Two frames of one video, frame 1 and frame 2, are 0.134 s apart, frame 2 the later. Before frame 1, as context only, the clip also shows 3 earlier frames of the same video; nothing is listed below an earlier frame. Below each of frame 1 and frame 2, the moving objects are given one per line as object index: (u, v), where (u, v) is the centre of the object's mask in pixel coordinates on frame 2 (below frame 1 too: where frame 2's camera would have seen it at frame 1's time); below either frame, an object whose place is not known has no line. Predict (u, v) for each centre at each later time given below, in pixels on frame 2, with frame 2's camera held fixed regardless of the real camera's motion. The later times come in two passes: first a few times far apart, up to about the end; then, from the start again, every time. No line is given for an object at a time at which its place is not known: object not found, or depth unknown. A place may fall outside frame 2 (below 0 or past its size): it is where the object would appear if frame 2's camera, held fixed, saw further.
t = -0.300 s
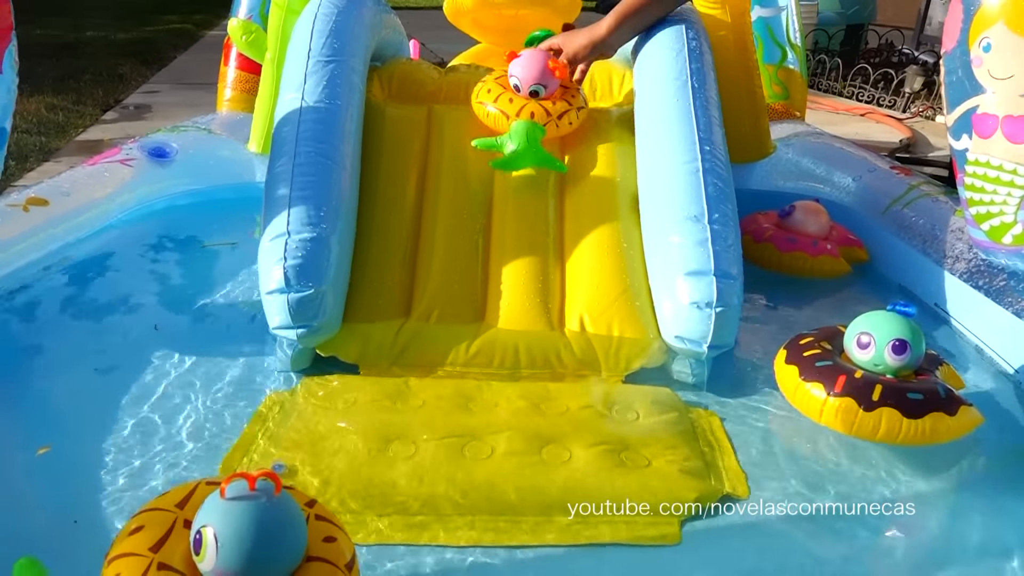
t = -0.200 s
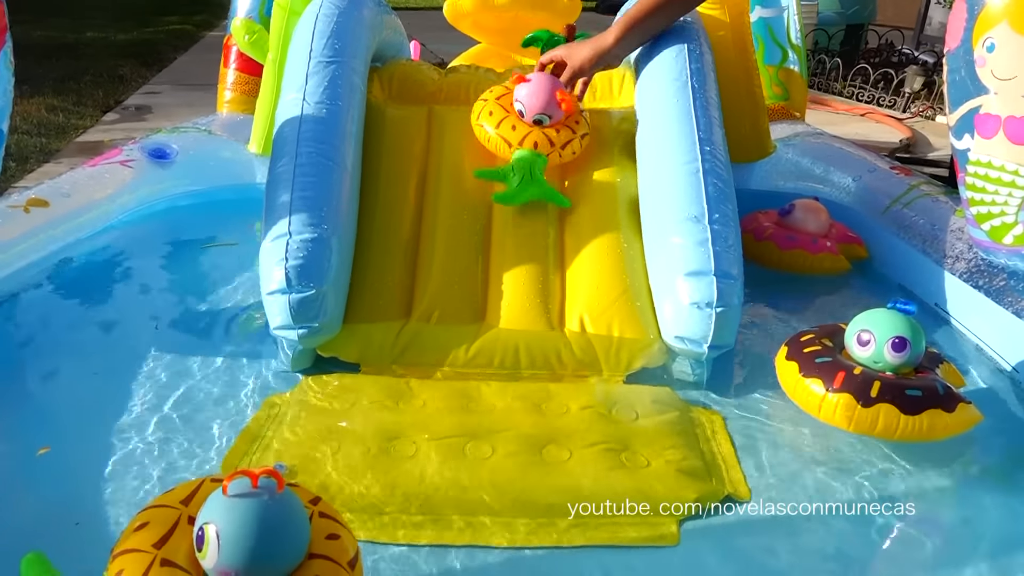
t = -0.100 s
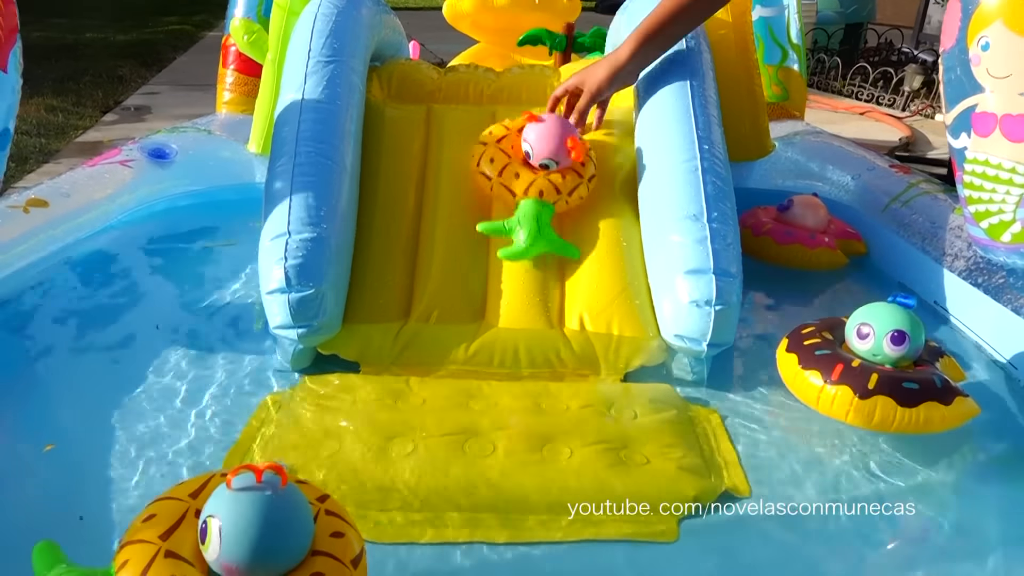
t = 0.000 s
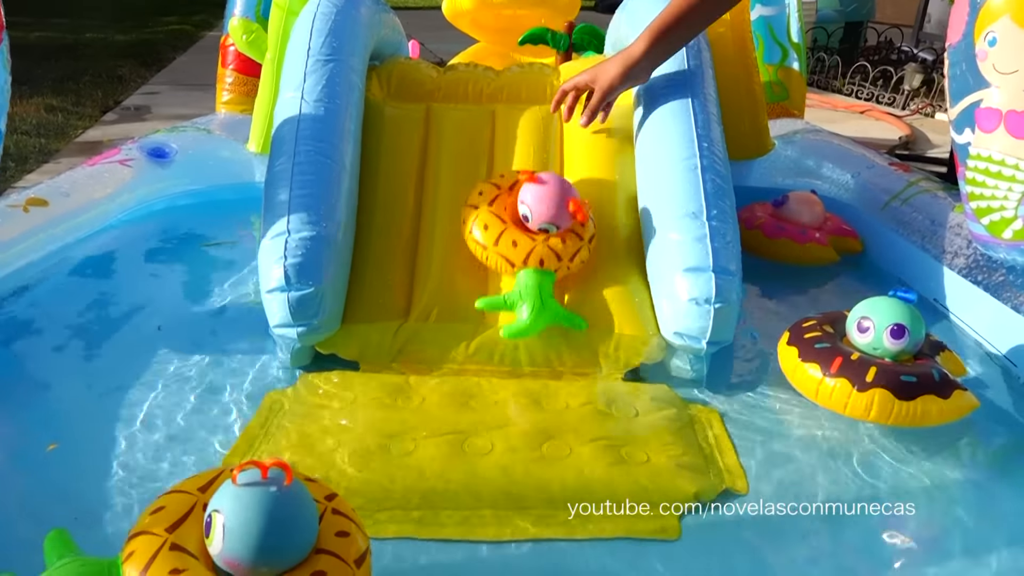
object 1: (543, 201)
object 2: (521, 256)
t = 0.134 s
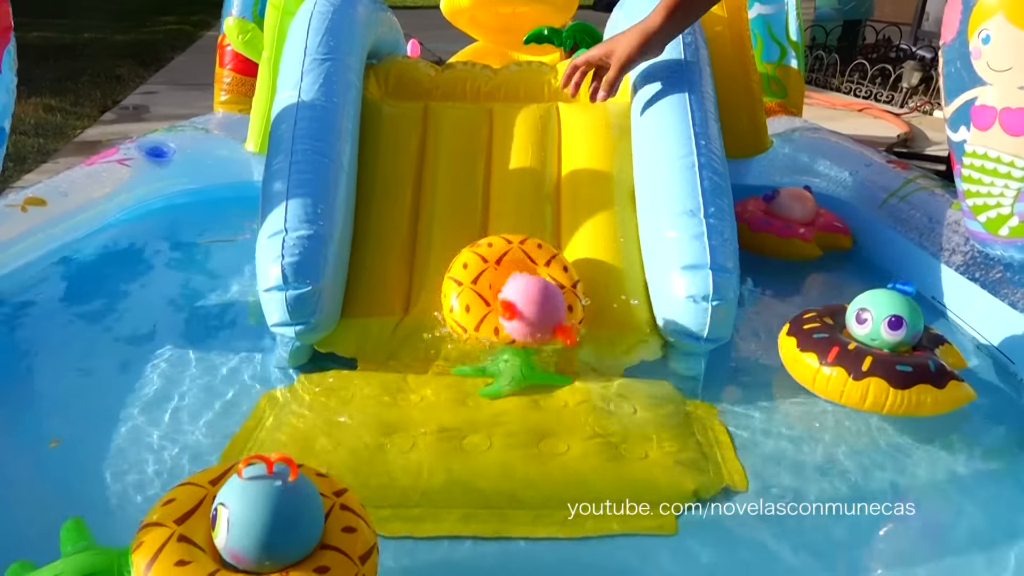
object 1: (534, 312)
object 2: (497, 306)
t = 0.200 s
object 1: (525, 346)
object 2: (505, 279)
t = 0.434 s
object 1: (525, 409)
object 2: (496, 271)
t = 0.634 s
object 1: (533, 455)
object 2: (490, 279)
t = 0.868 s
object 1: (536, 466)
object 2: (475, 306)
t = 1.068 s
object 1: (540, 492)
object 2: (465, 342)
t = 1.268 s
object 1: (544, 511)
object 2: (456, 353)
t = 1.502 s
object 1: (552, 531)
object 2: (442, 360)
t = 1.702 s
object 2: (429, 361)
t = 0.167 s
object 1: (529, 328)
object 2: (496, 302)
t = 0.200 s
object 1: (525, 346)
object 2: (505, 279)
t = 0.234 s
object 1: (523, 366)
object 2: (502, 276)
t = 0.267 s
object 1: (523, 390)
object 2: (501, 278)
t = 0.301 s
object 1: (521, 405)
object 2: (498, 269)
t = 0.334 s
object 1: (522, 409)
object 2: (497, 267)
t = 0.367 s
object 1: (522, 405)
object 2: (497, 268)
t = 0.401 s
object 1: (524, 409)
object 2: (497, 270)
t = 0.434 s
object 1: (525, 409)
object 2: (496, 271)
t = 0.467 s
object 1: (527, 415)
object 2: (496, 273)
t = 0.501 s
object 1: (529, 422)
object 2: (495, 274)
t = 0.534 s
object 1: (530, 431)
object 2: (494, 274)
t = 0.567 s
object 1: (531, 440)
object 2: (493, 276)
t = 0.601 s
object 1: (532, 449)
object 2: (491, 278)
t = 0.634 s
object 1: (533, 455)
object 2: (490, 279)
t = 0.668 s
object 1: (534, 459)
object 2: (488, 281)
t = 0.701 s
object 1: (535, 461)
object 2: (486, 284)
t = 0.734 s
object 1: (535, 463)
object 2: (484, 288)
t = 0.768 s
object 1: (536, 463)
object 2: (482, 292)
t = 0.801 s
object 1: (537, 463)
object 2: (479, 296)
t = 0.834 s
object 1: (536, 465)
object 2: (477, 301)
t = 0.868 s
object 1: (536, 466)
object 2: (475, 306)
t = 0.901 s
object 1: (536, 468)
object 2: (472, 312)
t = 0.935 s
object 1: (537, 470)
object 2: (471, 318)
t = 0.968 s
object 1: (536, 474)
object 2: (470, 325)
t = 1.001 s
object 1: (538, 482)
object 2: (468, 335)
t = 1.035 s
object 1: (539, 486)
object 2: (467, 339)
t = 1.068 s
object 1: (540, 492)
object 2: (465, 342)
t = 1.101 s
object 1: (541, 497)
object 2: (463, 344)
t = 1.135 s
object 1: (541, 499)
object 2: (462, 346)
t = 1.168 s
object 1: (541, 503)
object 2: (460, 348)
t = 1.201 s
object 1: (542, 505)
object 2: (459, 350)
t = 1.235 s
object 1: (542, 508)
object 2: (457, 352)
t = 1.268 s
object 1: (544, 511)
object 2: (456, 353)
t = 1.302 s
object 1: (546, 513)
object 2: (454, 354)
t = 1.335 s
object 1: (546, 517)
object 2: (452, 355)
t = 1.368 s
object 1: (547, 519)
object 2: (451, 356)
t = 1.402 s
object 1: (547, 522)
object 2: (449, 357)
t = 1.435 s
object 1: (548, 524)
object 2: (447, 358)
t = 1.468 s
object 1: (548, 527)
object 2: (445, 359)
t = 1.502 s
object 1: (552, 531)
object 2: (442, 360)
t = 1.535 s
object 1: (554, 535)
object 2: (440, 361)
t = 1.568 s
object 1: (552, 539)
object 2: (437, 361)
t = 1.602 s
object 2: (435, 361)
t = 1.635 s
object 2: (433, 361)
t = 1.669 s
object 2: (431, 361)
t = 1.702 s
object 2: (429, 361)
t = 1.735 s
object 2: (426, 361)
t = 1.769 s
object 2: (424, 360)
